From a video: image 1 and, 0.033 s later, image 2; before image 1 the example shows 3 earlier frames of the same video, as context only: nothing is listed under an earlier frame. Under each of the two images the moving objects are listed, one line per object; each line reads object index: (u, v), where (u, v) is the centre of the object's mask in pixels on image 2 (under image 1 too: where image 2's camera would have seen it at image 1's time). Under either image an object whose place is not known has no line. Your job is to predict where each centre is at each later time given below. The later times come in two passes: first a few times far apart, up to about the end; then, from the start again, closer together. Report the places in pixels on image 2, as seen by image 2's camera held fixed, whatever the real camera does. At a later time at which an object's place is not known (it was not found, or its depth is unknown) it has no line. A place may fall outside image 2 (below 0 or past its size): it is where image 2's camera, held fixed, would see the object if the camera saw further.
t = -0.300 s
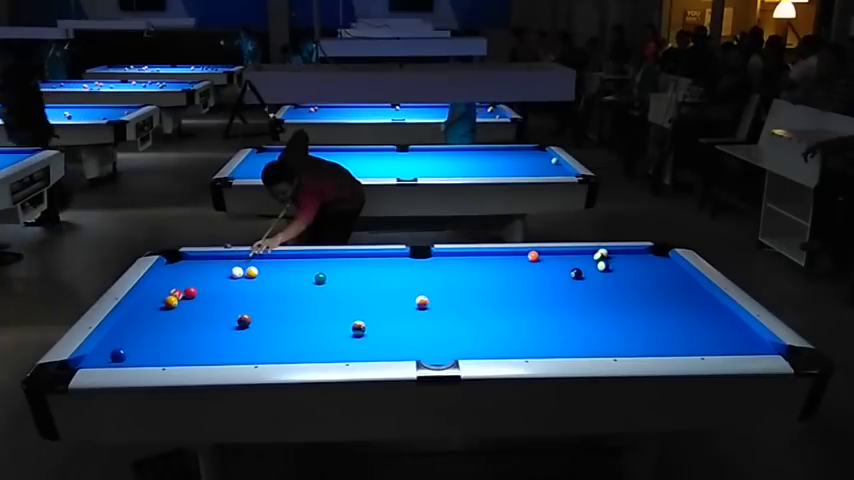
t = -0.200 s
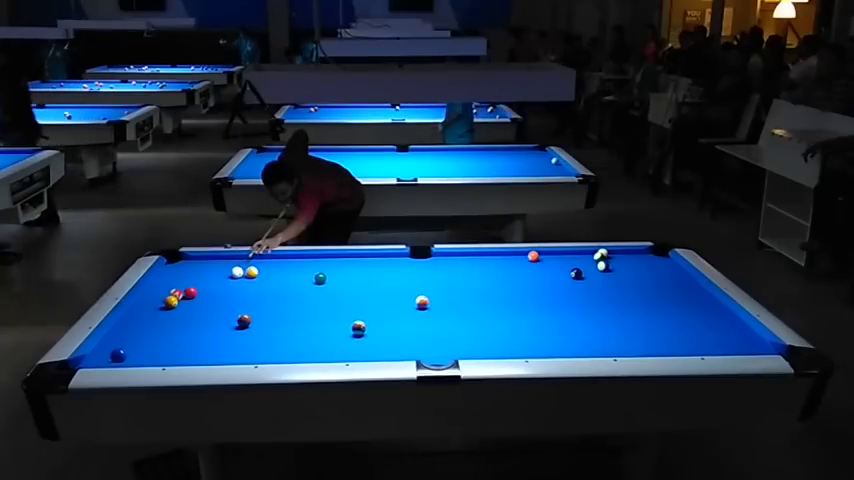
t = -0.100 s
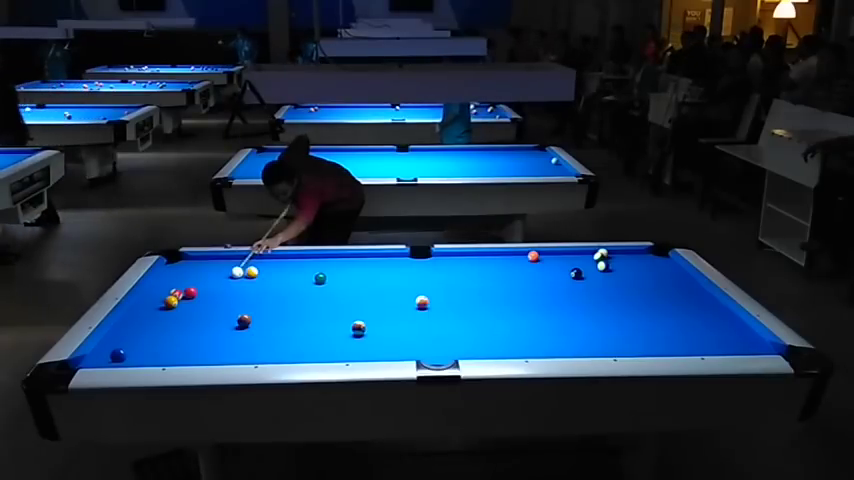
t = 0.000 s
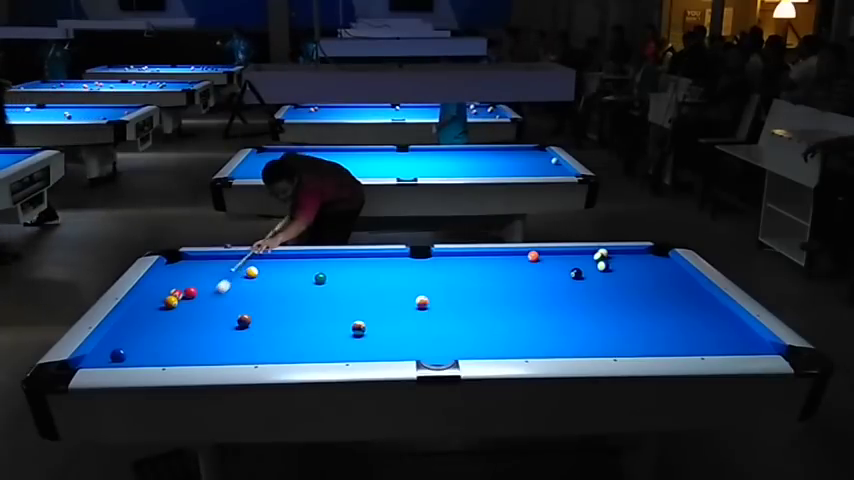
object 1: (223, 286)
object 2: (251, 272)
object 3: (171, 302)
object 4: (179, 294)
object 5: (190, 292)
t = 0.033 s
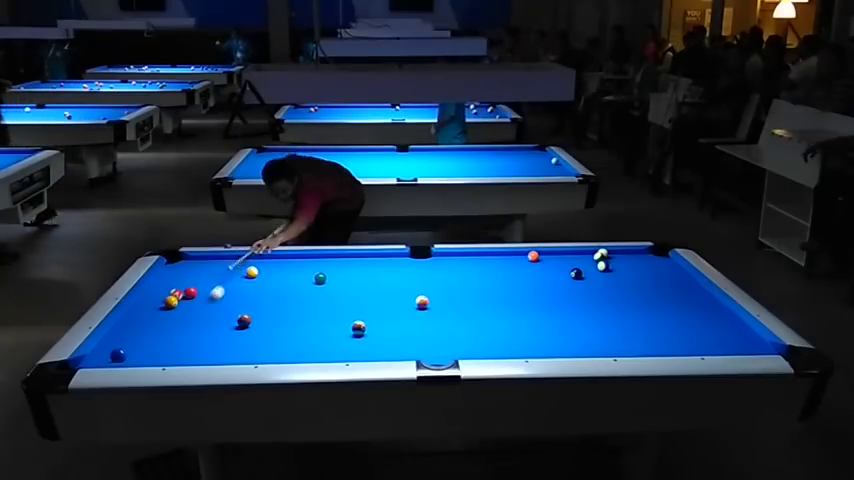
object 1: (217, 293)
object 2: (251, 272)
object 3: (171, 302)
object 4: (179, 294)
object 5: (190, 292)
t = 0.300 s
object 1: (162, 351)
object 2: (251, 272)
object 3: (171, 302)
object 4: (179, 294)
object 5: (191, 292)
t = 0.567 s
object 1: (166, 328)
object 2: (251, 272)
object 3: (171, 302)
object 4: (179, 294)
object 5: (190, 292)
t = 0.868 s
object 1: (185, 302)
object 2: (251, 272)
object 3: (161, 298)
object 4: (178, 292)
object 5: (194, 291)
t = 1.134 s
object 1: (209, 293)
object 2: (251, 272)
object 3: (152, 296)
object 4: (175, 285)
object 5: (207, 285)
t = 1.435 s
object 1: (233, 288)
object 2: (251, 272)
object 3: (168, 294)
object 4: (173, 277)
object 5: (222, 280)
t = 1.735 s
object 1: (255, 285)
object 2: (251, 272)
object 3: (183, 293)
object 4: (171, 271)
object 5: (234, 274)
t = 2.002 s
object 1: (272, 281)
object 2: (254, 272)
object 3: (195, 291)
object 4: (171, 266)
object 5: (241, 270)
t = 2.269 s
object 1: (289, 278)
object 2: (259, 272)
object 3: (206, 290)
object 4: (173, 262)
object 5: (244, 267)
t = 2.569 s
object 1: (305, 275)
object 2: (263, 272)
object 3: (216, 289)
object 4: (178, 258)
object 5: (247, 263)
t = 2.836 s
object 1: (317, 271)
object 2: (265, 272)
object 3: (224, 289)
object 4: (180, 257)
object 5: (250, 260)
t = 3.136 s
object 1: (331, 270)
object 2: (267, 272)
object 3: (231, 288)
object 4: (175, 256)
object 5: (252, 257)
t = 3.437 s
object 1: (343, 268)
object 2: (267, 272)
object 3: (236, 287)
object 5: (253, 258)
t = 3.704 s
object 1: (352, 266)
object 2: (267, 272)
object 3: (240, 287)
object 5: (253, 258)
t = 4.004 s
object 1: (361, 265)
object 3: (242, 287)
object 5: (253, 259)
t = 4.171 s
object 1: (366, 264)
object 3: (243, 287)
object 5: (253, 260)
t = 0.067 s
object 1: (211, 299)
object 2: (251, 272)
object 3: (171, 302)
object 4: (179, 294)
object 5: (190, 292)
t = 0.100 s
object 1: (205, 306)
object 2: (251, 272)
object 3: (171, 302)
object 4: (179, 294)
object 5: (190, 292)
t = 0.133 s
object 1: (198, 312)
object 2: (251, 272)
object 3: (171, 302)
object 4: (179, 294)
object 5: (190, 292)
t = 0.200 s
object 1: (185, 327)
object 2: (251, 272)
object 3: (171, 302)
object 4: (179, 294)
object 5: (190, 292)
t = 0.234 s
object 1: (178, 334)
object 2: (251, 272)
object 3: (171, 302)
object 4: (179, 294)
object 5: (190, 292)
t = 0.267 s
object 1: (170, 342)
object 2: (251, 272)
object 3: (171, 302)
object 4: (179, 294)
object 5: (190, 292)
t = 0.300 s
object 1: (162, 351)
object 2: (251, 272)
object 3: (171, 302)
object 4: (179, 294)
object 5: (191, 292)
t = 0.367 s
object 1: (155, 355)
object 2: (251, 272)
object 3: (171, 302)
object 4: (179, 294)
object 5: (190, 292)
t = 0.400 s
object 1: (157, 350)
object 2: (251, 272)
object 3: (171, 302)
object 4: (179, 294)
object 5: (190, 292)
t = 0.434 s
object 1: (159, 345)
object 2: (251, 272)
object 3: (171, 302)
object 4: (179, 294)
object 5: (190, 292)
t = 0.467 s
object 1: (161, 340)
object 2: (251, 272)
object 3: (171, 302)
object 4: (179, 294)
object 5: (190, 292)
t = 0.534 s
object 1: (164, 332)
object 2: (251, 272)
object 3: (171, 302)
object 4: (179, 294)
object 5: (190, 292)
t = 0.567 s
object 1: (166, 328)
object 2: (251, 272)
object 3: (171, 302)
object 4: (179, 294)
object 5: (190, 292)
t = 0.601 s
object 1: (168, 324)
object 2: (251, 272)
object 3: (171, 302)
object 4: (179, 294)
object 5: (190, 292)
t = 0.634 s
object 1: (169, 320)
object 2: (251, 272)
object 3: (171, 302)
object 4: (179, 294)
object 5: (190, 292)
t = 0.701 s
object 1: (172, 313)
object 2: (251, 272)
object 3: (171, 301)
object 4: (179, 294)
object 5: (190, 292)
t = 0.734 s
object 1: (173, 310)
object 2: (251, 272)
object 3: (170, 300)
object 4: (179, 294)
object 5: (190, 292)
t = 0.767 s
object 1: (174, 307)
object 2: (251, 272)
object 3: (170, 300)
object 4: (179, 294)
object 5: (190, 292)
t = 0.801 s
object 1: (178, 305)
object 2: (251, 272)
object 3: (168, 299)
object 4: (179, 294)
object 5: (190, 292)
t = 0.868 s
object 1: (185, 302)
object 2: (251, 272)
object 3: (161, 298)
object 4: (178, 292)
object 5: (194, 291)
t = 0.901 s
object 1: (189, 301)
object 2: (251, 272)
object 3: (156, 298)
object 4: (178, 291)
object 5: (196, 290)
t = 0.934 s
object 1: (192, 300)
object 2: (251, 272)
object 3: (153, 297)
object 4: (177, 290)
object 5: (198, 289)
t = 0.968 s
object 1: (195, 298)
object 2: (251, 272)
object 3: (150, 297)
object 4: (176, 289)
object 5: (200, 288)
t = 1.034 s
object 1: (200, 296)
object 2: (251, 272)
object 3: (145, 297)
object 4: (176, 287)
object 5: (204, 287)
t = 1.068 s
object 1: (203, 294)
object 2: (251, 272)
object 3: (147, 296)
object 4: (176, 286)
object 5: (205, 286)
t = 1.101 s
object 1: (206, 294)
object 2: (251, 272)
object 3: (150, 296)
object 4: (176, 285)
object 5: (206, 285)
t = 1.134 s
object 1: (209, 293)
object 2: (251, 272)
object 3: (152, 296)
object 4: (175, 285)
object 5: (207, 285)
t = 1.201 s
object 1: (215, 292)
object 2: (251, 272)
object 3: (155, 296)
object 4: (175, 282)
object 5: (210, 284)
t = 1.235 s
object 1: (217, 291)
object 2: (251, 272)
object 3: (157, 295)
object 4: (175, 281)
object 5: (212, 283)
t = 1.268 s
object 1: (220, 291)
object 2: (251, 272)
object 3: (159, 295)
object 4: (174, 280)
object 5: (214, 283)
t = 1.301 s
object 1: (223, 291)
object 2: (251, 272)
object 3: (161, 295)
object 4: (174, 280)
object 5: (215, 283)
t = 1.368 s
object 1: (228, 290)
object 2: (251, 272)
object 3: (165, 295)
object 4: (174, 279)
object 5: (218, 282)
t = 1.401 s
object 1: (231, 289)
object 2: (251, 272)
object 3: (166, 294)
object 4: (174, 278)
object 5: (220, 281)
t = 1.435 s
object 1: (233, 288)
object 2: (251, 272)
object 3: (168, 294)
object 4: (173, 277)
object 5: (222, 280)
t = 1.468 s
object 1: (235, 288)
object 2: (251, 272)
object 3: (170, 294)
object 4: (173, 276)
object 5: (223, 280)
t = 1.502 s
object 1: (238, 288)
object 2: (251, 272)
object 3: (171, 294)
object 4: (173, 276)
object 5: (225, 280)
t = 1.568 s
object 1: (243, 287)
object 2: (251, 272)
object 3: (175, 293)
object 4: (173, 275)
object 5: (228, 278)
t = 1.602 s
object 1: (246, 286)
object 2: (251, 272)
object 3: (176, 293)
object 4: (173, 274)
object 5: (229, 277)
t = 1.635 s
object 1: (248, 286)
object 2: (251, 272)
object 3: (178, 293)
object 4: (173, 273)
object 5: (230, 276)
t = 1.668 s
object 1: (250, 286)
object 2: (251, 272)
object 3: (180, 293)
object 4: (172, 273)
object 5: (232, 276)
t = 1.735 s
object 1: (255, 285)
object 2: (251, 272)
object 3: (183, 293)
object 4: (171, 271)
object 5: (234, 274)
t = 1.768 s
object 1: (257, 284)
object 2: (251, 272)
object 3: (184, 293)
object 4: (171, 271)
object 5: (236, 274)
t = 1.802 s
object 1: (259, 284)
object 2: (251, 272)
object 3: (186, 292)
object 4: (172, 270)
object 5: (237, 273)
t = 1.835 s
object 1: (261, 283)
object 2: (251, 272)
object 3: (188, 292)
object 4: (172, 269)
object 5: (238, 273)
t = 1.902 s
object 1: (266, 282)
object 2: (252, 272)
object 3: (191, 292)
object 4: (171, 268)
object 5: (240, 272)
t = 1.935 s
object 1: (268, 282)
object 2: (253, 272)
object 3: (192, 292)
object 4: (171, 268)
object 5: (240, 272)
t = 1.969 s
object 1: (270, 282)
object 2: (253, 272)
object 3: (194, 291)
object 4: (171, 267)
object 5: (241, 271)
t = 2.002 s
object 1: (272, 281)
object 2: (254, 272)
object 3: (195, 291)
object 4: (171, 266)
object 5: (241, 270)
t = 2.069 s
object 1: (277, 280)
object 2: (255, 272)
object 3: (198, 291)
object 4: (171, 265)
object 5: (242, 269)
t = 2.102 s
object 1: (279, 280)
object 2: (256, 272)
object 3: (199, 291)
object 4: (170, 264)
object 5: (242, 269)
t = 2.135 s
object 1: (281, 280)
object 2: (256, 272)
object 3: (200, 291)
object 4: (170, 264)
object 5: (243, 268)
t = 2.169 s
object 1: (283, 279)
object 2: (257, 272)
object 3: (202, 291)
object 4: (171, 263)
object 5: (243, 268)
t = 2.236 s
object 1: (287, 279)
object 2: (258, 272)
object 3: (204, 290)
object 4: (172, 263)
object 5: (244, 268)
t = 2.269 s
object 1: (289, 278)
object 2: (259, 272)
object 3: (206, 290)
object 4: (173, 262)
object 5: (244, 267)
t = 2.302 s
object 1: (290, 278)
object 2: (259, 272)
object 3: (207, 290)
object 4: (174, 262)
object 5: (245, 266)
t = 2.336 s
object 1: (292, 277)
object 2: (260, 272)
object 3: (208, 290)
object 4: (174, 261)
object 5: (245, 266)
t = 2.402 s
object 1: (296, 277)
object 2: (261, 272)
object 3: (210, 290)
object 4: (175, 260)
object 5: (245, 265)
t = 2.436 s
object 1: (298, 276)
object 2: (261, 272)
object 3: (211, 290)
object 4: (176, 260)
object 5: (246, 264)
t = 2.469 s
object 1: (299, 276)
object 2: (261, 272)
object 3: (213, 290)
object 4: (177, 259)
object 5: (246, 264)
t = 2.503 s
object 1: (301, 276)
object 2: (262, 272)
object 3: (213, 290)
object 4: (177, 258)
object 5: (247, 263)
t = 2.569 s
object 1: (305, 275)
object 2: (263, 272)
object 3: (216, 289)
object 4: (178, 258)
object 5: (247, 263)
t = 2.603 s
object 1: (306, 275)
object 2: (263, 272)
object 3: (217, 289)
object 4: (179, 258)
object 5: (248, 262)
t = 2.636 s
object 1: (308, 275)
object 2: (263, 272)
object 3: (218, 289)
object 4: (179, 257)
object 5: (248, 262)
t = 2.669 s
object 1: (310, 274)
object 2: (264, 272)
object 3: (219, 289)
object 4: (180, 257)
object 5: (248, 261)
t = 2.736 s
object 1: (312, 273)
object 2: (264, 272)
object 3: (221, 289)
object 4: (181, 257)
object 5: (249, 261)
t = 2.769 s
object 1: (313, 272)
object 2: (264, 272)
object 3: (222, 289)
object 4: (181, 257)
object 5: (249, 261)
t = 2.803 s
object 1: (315, 272)
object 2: (265, 272)
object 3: (223, 289)
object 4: (180, 257)
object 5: (249, 260)
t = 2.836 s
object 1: (317, 271)
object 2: (265, 272)
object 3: (224, 289)
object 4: (180, 257)
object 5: (250, 260)
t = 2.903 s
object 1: (321, 270)
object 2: (265, 272)
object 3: (225, 289)
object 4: (179, 257)
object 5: (251, 259)
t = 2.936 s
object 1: (323, 270)
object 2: (266, 272)
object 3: (226, 289)
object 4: (178, 256)
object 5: (251, 259)
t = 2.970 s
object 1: (325, 270)
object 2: (266, 272)
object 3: (227, 288)
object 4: (178, 256)
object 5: (251, 259)
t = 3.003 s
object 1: (326, 270)
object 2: (266, 272)
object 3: (228, 288)
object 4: (177, 256)
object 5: (251, 259)
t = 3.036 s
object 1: (328, 270)
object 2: (266, 272)
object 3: (228, 288)
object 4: (177, 256)
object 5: (252, 258)
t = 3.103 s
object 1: (330, 270)
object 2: (266, 272)
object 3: (230, 288)
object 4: (176, 256)
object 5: (252, 258)
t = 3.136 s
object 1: (331, 270)
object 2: (267, 272)
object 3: (231, 288)
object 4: (175, 256)
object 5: (252, 257)
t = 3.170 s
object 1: (333, 270)
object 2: (267, 272)
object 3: (231, 288)
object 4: (175, 256)
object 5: (253, 257)
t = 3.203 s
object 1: (334, 270)
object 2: (267, 272)
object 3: (232, 288)
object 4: (174, 257)
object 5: (253, 257)
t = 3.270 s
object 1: (337, 269)
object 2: (267, 272)
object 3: (233, 288)
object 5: (253, 257)
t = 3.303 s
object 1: (338, 269)
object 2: (267, 272)
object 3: (234, 288)
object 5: (252, 257)
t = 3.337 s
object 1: (339, 269)
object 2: (267, 272)
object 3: (235, 288)
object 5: (252, 257)
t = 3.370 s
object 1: (341, 269)
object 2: (267, 272)
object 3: (235, 288)
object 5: (253, 258)
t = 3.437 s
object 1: (343, 268)
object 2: (267, 272)
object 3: (236, 287)
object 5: (253, 258)
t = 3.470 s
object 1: (344, 268)
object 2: (267, 272)
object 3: (237, 288)
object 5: (253, 258)
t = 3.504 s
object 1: (346, 267)
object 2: (267, 272)
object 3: (237, 287)
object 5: (253, 258)
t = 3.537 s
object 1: (347, 267)
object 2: (267, 272)
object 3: (238, 287)
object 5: (252, 258)
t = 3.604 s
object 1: (349, 267)
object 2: (267, 272)
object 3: (238, 287)
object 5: (253, 258)
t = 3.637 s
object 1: (350, 267)
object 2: (267, 272)
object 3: (239, 287)
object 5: (253, 258)
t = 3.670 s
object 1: (351, 266)
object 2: (267, 272)
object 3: (239, 287)
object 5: (253, 258)
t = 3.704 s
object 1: (352, 266)
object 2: (267, 272)
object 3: (240, 287)
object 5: (253, 258)
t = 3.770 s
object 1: (354, 266)
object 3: (241, 287)
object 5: (253, 259)
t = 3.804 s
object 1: (355, 266)
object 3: (241, 287)
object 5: (253, 259)
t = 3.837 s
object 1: (357, 266)
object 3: (241, 287)
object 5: (253, 259)
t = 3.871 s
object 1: (358, 265)
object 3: (241, 287)
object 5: (253, 259)
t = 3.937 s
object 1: (360, 265)
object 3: (242, 287)
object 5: (253, 259)
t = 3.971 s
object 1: (361, 265)
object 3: (242, 287)
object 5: (253, 259)
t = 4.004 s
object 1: (361, 265)
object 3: (242, 287)
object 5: (253, 259)
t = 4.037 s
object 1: (362, 264)
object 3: (243, 287)
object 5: (253, 260)
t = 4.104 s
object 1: (364, 264)
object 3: (243, 287)
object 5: (253, 260)
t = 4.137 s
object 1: (365, 264)
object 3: (243, 287)
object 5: (253, 260)
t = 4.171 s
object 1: (366, 264)
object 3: (243, 287)
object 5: (253, 260)
